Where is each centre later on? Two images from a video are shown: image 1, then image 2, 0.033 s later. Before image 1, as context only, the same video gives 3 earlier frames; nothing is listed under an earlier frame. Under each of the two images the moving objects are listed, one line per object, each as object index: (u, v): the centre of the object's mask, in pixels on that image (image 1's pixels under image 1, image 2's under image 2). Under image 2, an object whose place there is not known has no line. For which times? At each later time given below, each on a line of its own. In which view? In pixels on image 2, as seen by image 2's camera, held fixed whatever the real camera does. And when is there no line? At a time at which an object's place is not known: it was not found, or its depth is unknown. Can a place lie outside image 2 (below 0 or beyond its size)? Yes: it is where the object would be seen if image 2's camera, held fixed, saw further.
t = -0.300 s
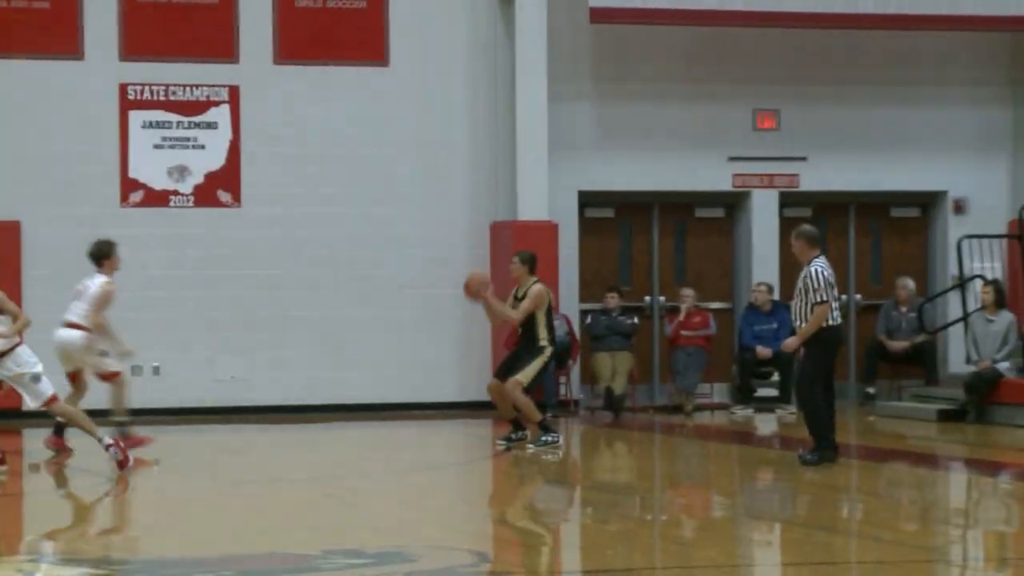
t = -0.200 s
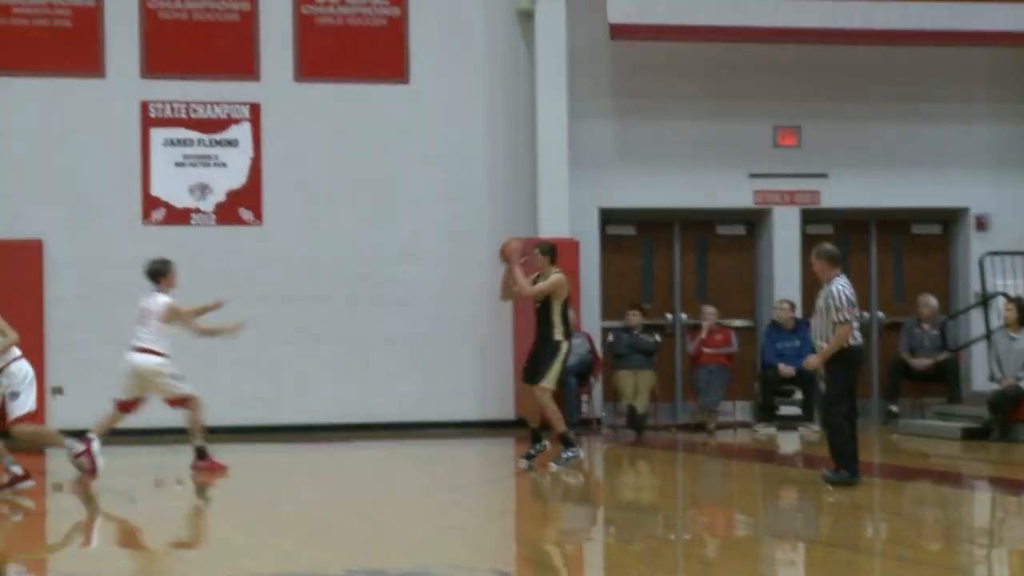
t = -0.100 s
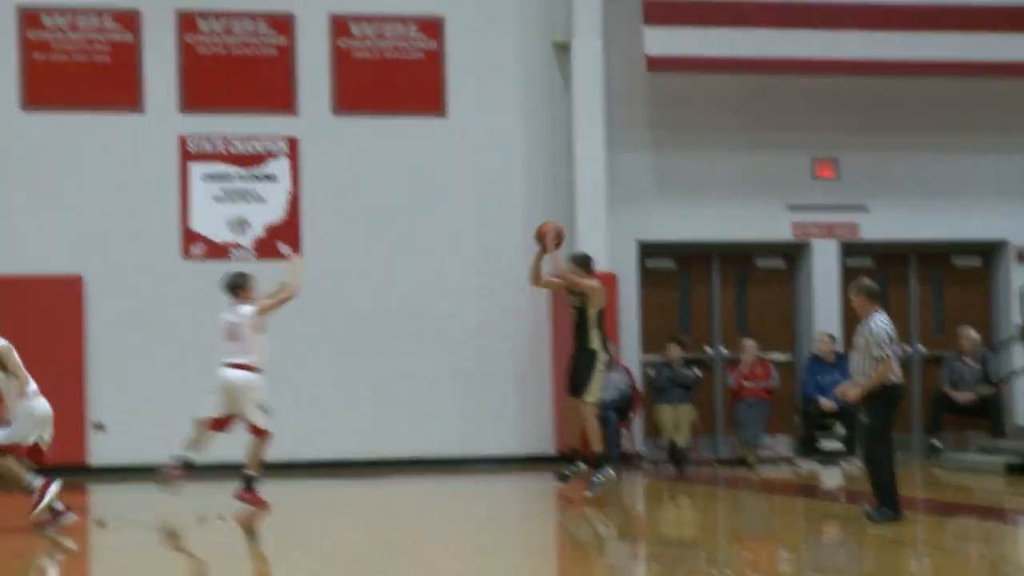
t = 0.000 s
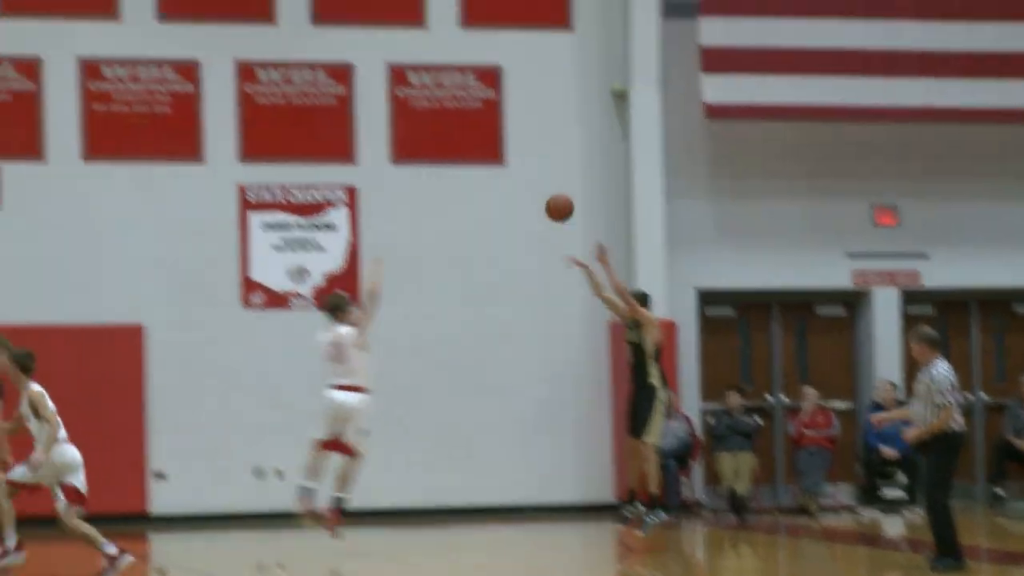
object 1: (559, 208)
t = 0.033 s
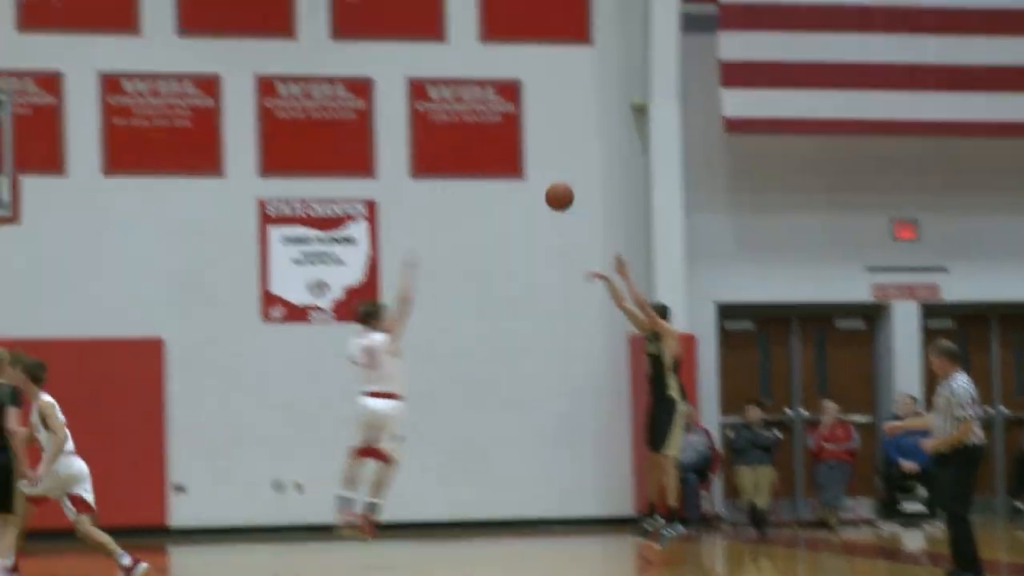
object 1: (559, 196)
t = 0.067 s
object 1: (540, 173)
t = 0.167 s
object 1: (482, 111)
